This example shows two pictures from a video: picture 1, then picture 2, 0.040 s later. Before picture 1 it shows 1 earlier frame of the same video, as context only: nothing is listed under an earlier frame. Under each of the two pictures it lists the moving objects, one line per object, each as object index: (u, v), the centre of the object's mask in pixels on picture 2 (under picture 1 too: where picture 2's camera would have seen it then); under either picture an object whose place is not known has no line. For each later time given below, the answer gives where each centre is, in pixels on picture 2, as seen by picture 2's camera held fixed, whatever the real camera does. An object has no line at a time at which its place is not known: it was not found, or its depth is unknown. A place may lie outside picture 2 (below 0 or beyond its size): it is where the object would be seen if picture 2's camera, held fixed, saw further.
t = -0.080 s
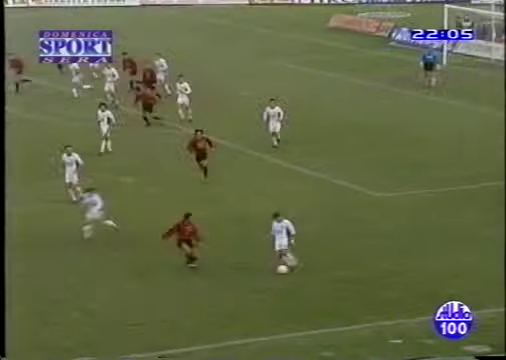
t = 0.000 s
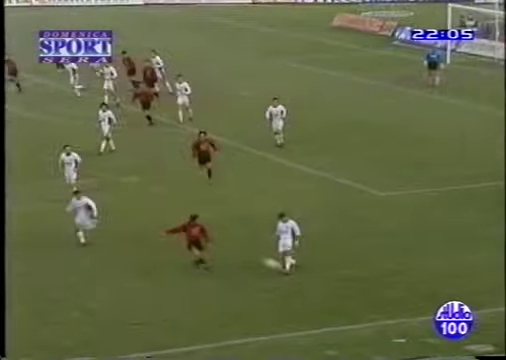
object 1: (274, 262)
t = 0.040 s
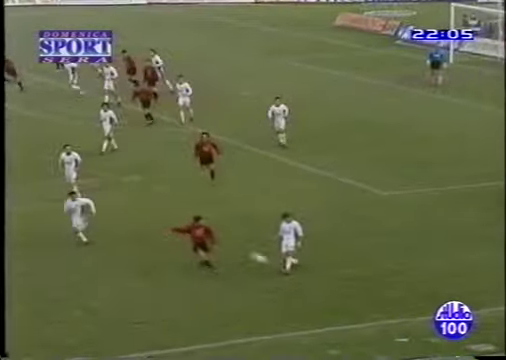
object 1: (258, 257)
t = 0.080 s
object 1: (244, 253)
